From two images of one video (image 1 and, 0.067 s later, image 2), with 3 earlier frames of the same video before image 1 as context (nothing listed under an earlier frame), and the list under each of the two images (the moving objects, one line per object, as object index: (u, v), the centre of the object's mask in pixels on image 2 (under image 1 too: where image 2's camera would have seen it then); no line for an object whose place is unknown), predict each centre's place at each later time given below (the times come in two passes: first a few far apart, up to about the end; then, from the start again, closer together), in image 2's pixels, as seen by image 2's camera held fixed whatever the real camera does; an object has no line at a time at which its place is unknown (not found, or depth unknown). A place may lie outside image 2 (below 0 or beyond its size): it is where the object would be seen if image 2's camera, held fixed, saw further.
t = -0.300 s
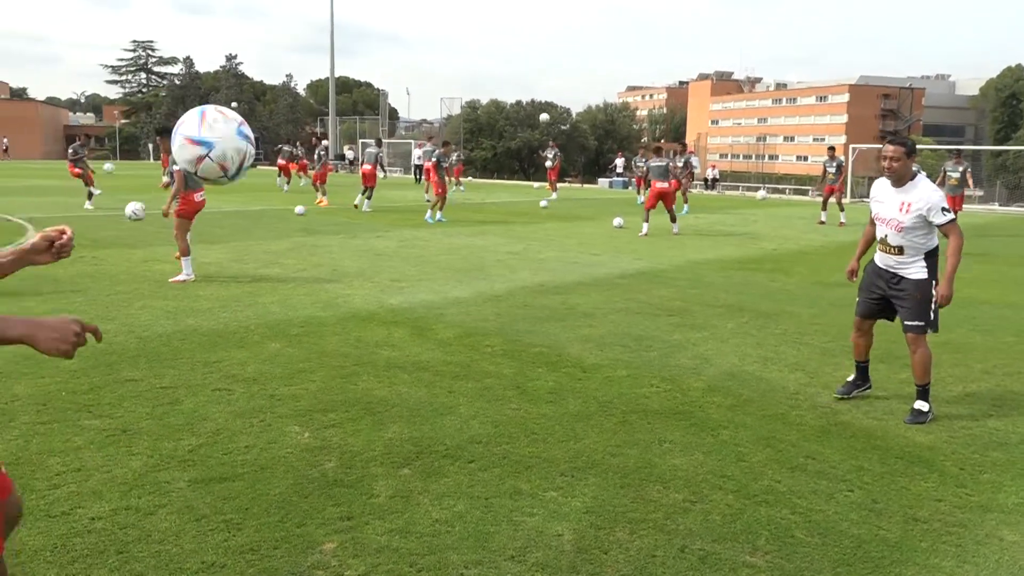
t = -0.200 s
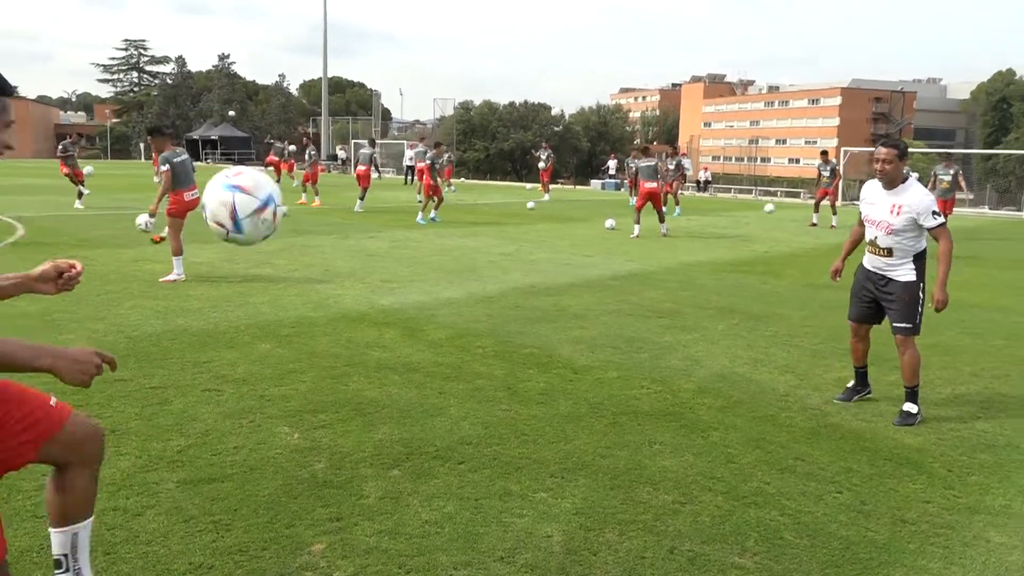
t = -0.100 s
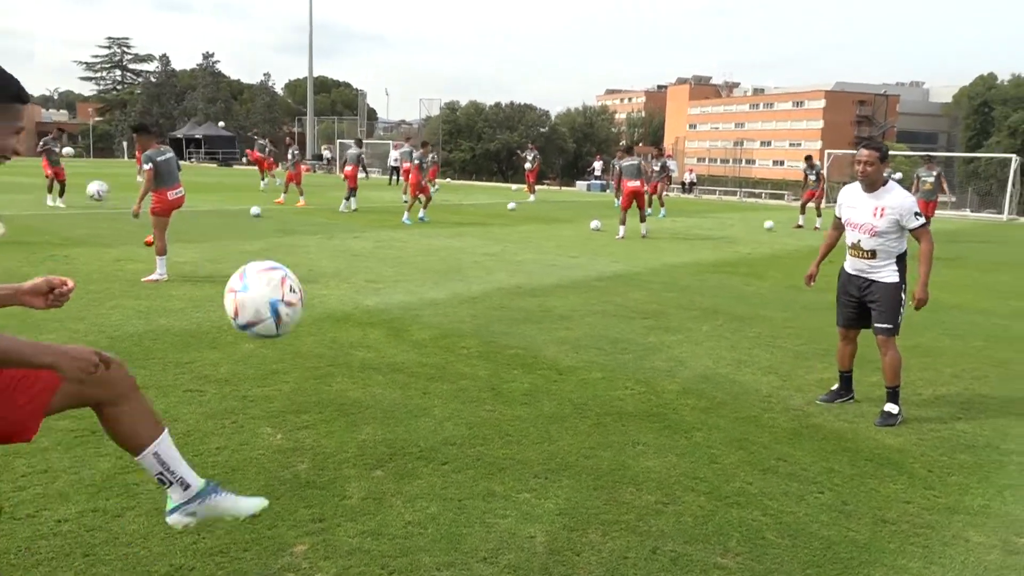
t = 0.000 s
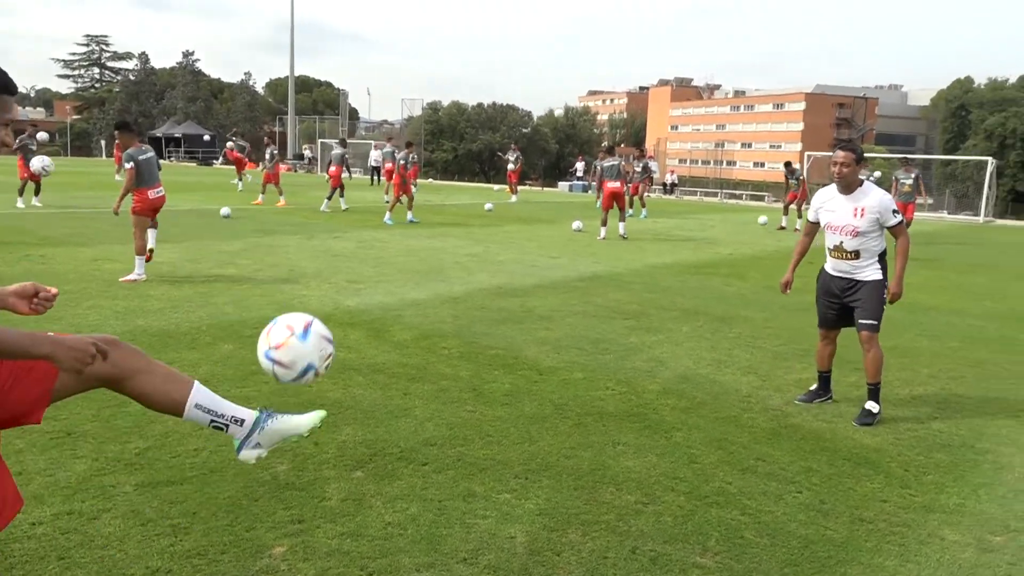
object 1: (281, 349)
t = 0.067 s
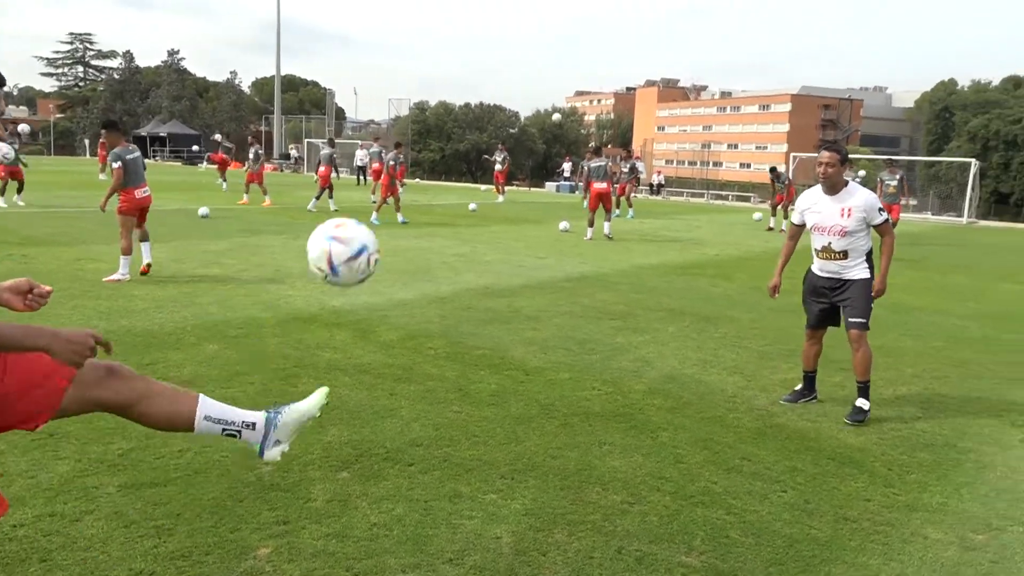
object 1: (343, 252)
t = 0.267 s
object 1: (495, 78)
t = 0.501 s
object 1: (628, 45)
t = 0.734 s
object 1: (720, 132)
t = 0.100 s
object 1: (371, 212)
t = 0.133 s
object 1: (399, 175)
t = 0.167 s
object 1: (424, 145)
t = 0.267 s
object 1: (495, 78)
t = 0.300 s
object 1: (518, 66)
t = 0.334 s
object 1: (538, 57)
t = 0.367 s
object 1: (558, 47)
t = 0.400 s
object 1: (576, 41)
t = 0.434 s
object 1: (594, 40)
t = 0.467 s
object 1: (612, 41)
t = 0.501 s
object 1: (628, 45)
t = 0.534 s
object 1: (644, 52)
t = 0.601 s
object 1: (672, 71)
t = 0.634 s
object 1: (685, 84)
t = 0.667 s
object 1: (696, 97)
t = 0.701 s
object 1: (708, 113)
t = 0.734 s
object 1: (720, 132)
